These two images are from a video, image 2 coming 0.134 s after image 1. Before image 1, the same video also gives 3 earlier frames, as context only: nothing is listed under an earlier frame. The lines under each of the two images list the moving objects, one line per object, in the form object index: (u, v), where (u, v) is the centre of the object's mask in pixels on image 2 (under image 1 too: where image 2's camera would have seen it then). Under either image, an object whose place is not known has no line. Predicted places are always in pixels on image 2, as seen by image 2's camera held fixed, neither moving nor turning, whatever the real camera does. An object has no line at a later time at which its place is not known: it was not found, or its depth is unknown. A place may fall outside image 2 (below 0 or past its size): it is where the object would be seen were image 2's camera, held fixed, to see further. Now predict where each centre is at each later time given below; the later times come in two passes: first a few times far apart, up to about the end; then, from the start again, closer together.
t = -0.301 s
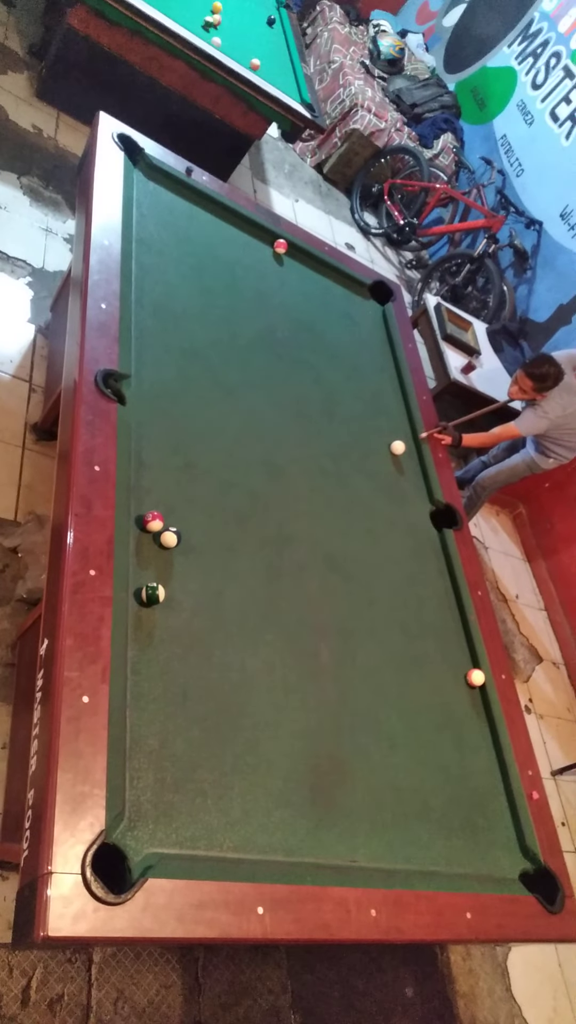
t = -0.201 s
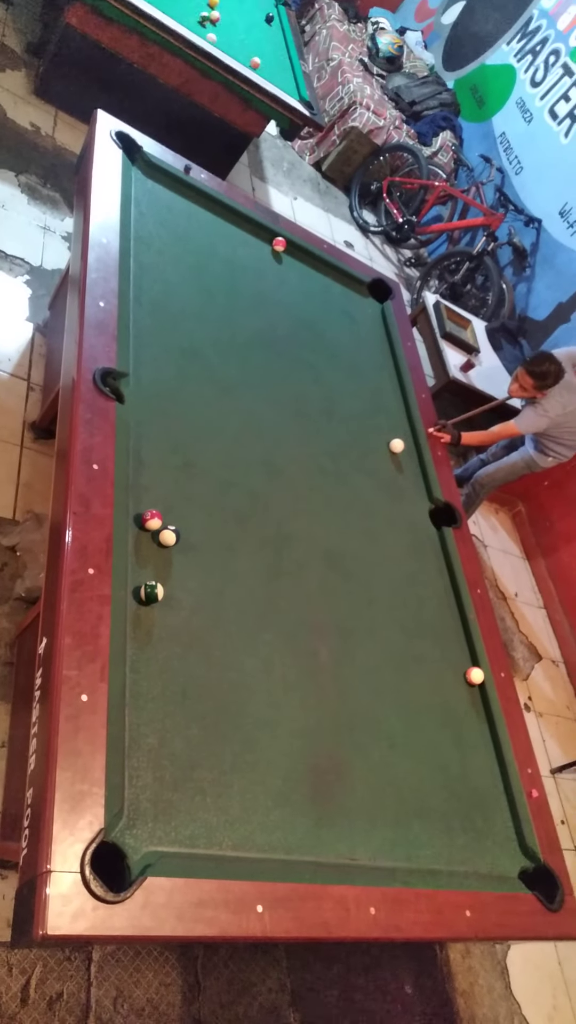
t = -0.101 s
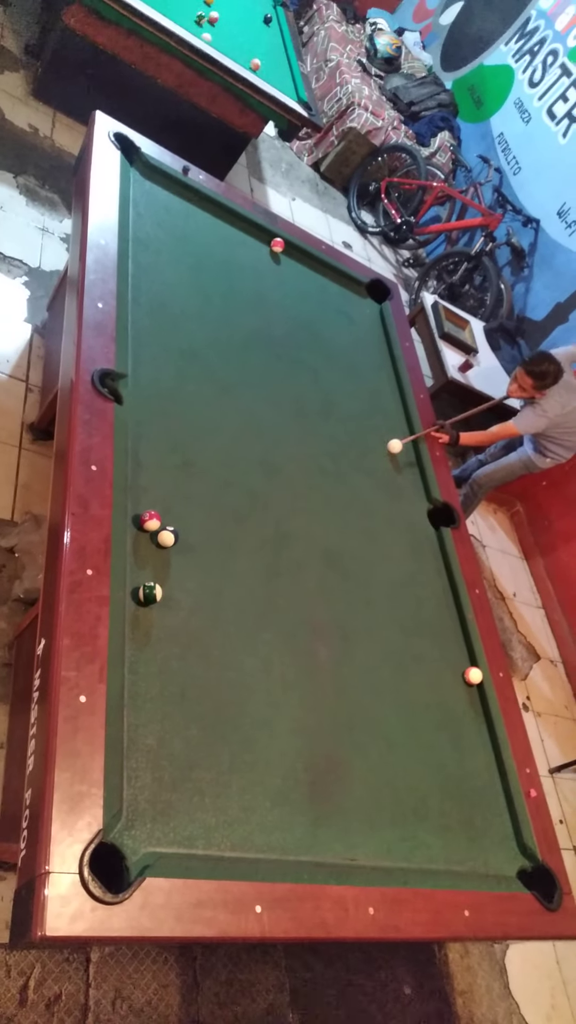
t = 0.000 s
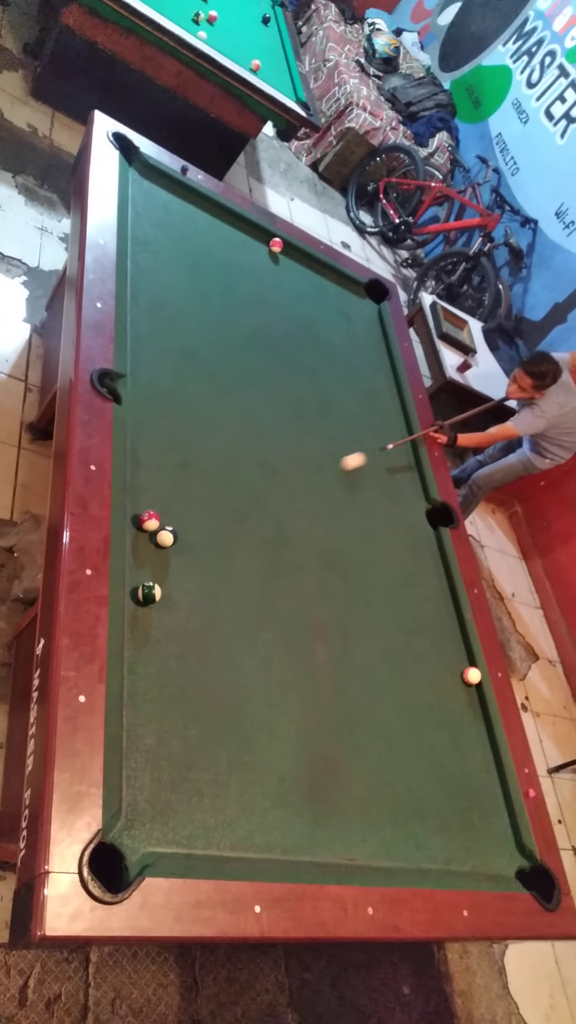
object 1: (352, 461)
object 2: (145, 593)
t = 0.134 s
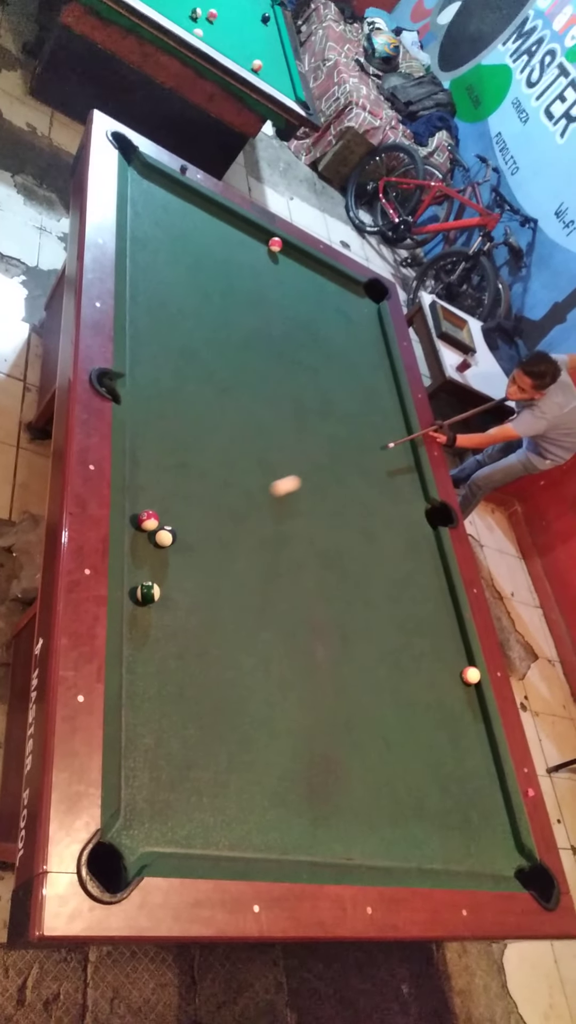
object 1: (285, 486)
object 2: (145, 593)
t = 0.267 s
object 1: (200, 517)
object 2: (145, 593)
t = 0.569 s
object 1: (141, 482)
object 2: (191, 642)
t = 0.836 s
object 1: (165, 476)
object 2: (241, 698)
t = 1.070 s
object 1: (185, 470)
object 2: (288, 747)
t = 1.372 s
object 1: (206, 465)
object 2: (344, 802)
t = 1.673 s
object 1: (224, 460)
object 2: (398, 857)
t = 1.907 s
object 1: (236, 456)
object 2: (416, 841)
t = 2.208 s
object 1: (249, 452)
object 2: (433, 822)
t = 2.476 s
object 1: (259, 448)
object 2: (443, 804)
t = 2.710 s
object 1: (266, 446)
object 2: (456, 793)
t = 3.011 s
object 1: (274, 443)
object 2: (465, 778)
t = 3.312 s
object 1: (280, 440)
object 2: (475, 765)
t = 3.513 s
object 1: (284, 439)
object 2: (480, 760)
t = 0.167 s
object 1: (266, 493)
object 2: (145, 593)
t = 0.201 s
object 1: (246, 500)
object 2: (145, 593)
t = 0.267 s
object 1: (200, 517)
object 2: (145, 593)
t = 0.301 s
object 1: (179, 522)
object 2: (146, 593)
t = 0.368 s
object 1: (159, 508)
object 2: (146, 593)
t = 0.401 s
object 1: (152, 500)
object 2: (150, 598)
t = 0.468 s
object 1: (136, 487)
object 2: (168, 616)
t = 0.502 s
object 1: (135, 484)
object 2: (176, 624)
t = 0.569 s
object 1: (141, 482)
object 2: (191, 642)
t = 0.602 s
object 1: (144, 481)
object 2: (193, 648)
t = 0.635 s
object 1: (147, 480)
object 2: (200, 654)
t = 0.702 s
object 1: (153, 479)
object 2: (216, 668)
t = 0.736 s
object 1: (157, 478)
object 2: (223, 675)
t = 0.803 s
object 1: (162, 476)
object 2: (238, 691)
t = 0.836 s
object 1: (165, 476)
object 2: (241, 698)
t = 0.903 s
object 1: (171, 474)
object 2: (253, 711)
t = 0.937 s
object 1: (174, 473)
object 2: (262, 716)
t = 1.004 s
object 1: (179, 472)
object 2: (277, 732)
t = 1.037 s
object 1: (182, 471)
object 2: (283, 739)
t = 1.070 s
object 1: (185, 470)
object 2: (288, 747)
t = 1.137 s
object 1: (190, 469)
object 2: (300, 760)
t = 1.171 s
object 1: (192, 469)
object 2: (305, 765)
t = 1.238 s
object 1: (197, 467)
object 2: (320, 778)
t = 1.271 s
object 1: (199, 467)
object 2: (327, 785)
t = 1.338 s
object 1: (204, 466)
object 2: (339, 796)
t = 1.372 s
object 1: (206, 465)
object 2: (344, 802)
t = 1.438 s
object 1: (210, 464)
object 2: (355, 814)
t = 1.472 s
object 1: (212, 463)
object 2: (361, 822)
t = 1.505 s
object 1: (214, 463)
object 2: (368, 828)
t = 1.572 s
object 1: (218, 462)
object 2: (381, 840)
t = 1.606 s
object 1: (220, 461)
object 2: (385, 845)
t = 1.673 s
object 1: (224, 460)
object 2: (398, 857)
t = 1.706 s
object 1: (226, 460)
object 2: (400, 858)
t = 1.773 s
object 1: (229, 458)
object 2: (405, 852)
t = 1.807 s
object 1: (231, 458)
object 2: (408, 849)
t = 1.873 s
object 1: (234, 456)
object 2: (414, 845)
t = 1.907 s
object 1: (236, 456)
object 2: (416, 841)
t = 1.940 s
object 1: (237, 455)
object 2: (418, 838)
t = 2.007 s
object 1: (240, 454)
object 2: (420, 835)
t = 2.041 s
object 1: (242, 454)
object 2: (422, 832)
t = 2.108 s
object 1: (245, 453)
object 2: (425, 828)
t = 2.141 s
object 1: (246, 453)
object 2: (428, 825)
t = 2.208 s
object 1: (249, 452)
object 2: (433, 822)
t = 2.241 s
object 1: (250, 451)
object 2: (435, 820)
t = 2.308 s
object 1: (253, 451)
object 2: (438, 814)
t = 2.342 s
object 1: (254, 450)
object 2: (440, 811)
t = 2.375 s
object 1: (255, 450)
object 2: (440, 810)
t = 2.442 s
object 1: (258, 449)
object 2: (443, 806)
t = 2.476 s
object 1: (259, 448)
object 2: (443, 804)
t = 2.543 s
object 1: (261, 448)
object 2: (447, 800)
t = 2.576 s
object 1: (262, 447)
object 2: (449, 798)
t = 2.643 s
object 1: (264, 447)
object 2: (453, 795)
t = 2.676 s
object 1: (265, 446)
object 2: (454, 794)
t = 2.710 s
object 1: (266, 446)
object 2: (456, 793)
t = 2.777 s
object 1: (268, 445)
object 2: (459, 789)
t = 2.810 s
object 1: (269, 445)
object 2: (460, 786)
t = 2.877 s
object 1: (271, 444)
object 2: (461, 784)
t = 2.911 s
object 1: (272, 444)
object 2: (462, 783)
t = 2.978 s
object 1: (273, 443)
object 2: (464, 780)
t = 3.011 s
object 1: (274, 443)
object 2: (465, 778)
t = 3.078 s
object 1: (276, 443)
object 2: (467, 774)
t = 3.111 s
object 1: (276, 442)
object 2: (468, 771)
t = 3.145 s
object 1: (277, 441)
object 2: (470, 769)
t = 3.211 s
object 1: (278, 442)
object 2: (473, 768)
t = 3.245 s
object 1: (279, 441)
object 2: (475, 766)
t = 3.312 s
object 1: (280, 440)
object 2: (475, 765)
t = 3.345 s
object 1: (281, 440)
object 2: (476, 764)
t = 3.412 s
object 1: (282, 440)
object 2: (478, 762)
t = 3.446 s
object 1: (283, 440)
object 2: (478, 762)
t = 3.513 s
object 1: (284, 439)
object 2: (480, 760)
